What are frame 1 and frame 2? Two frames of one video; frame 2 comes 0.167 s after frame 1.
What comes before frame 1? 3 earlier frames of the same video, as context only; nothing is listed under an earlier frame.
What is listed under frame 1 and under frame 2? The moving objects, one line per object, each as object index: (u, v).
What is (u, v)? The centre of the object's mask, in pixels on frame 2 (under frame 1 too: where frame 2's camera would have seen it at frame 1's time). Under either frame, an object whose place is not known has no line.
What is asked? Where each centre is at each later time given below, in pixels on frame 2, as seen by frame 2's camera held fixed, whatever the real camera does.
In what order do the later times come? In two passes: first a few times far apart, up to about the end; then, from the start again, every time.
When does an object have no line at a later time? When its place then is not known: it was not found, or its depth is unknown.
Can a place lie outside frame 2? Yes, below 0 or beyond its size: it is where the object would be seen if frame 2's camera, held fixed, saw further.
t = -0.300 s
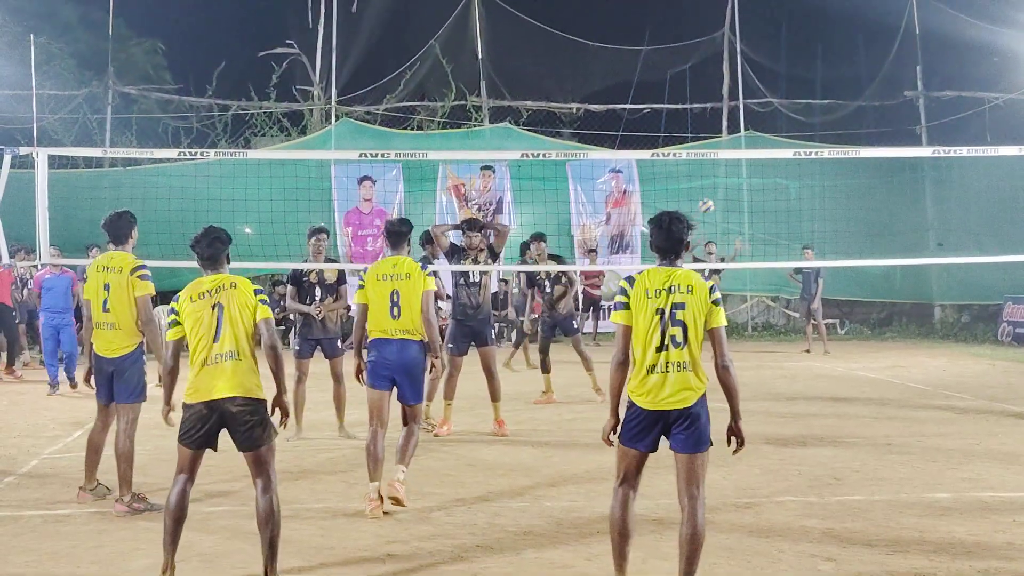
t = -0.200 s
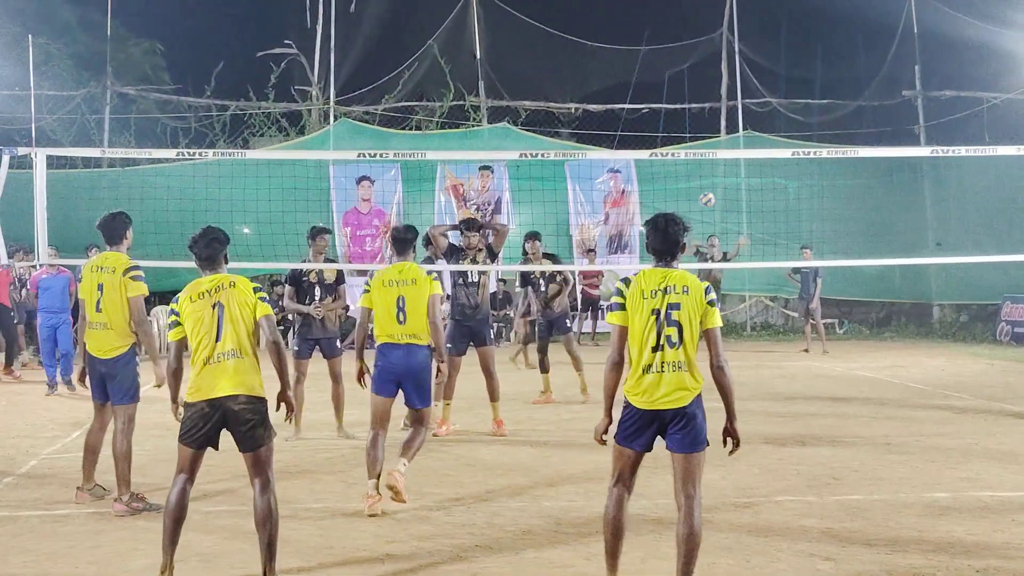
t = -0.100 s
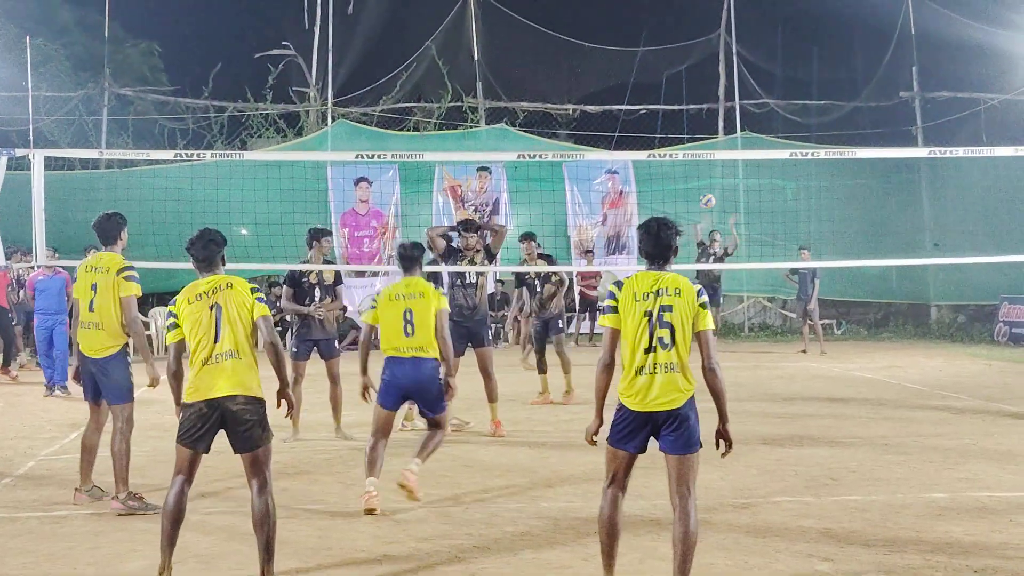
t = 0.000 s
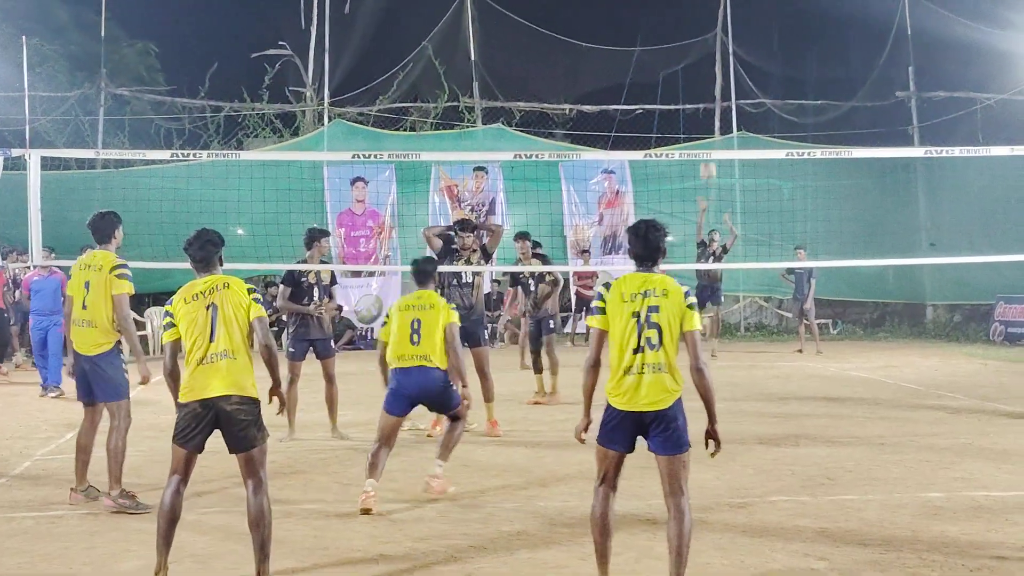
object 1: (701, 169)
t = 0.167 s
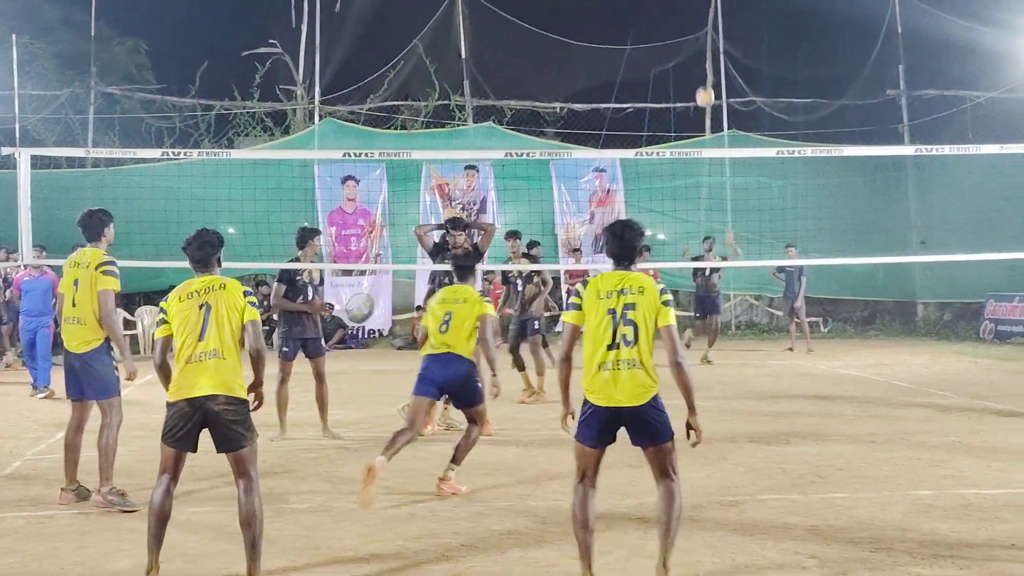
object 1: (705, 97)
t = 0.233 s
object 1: (707, 72)
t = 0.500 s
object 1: (724, 1)
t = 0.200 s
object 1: (706, 84)
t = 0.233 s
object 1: (707, 72)
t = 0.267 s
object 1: (709, 60)
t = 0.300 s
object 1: (710, 48)
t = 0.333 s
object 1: (712, 37)
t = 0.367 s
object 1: (714, 27)
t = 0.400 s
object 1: (716, 18)
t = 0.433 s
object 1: (719, 10)
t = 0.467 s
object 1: (721, 4)
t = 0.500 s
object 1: (724, 1)
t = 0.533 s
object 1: (727, -1)
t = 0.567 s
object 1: (729, -3)
